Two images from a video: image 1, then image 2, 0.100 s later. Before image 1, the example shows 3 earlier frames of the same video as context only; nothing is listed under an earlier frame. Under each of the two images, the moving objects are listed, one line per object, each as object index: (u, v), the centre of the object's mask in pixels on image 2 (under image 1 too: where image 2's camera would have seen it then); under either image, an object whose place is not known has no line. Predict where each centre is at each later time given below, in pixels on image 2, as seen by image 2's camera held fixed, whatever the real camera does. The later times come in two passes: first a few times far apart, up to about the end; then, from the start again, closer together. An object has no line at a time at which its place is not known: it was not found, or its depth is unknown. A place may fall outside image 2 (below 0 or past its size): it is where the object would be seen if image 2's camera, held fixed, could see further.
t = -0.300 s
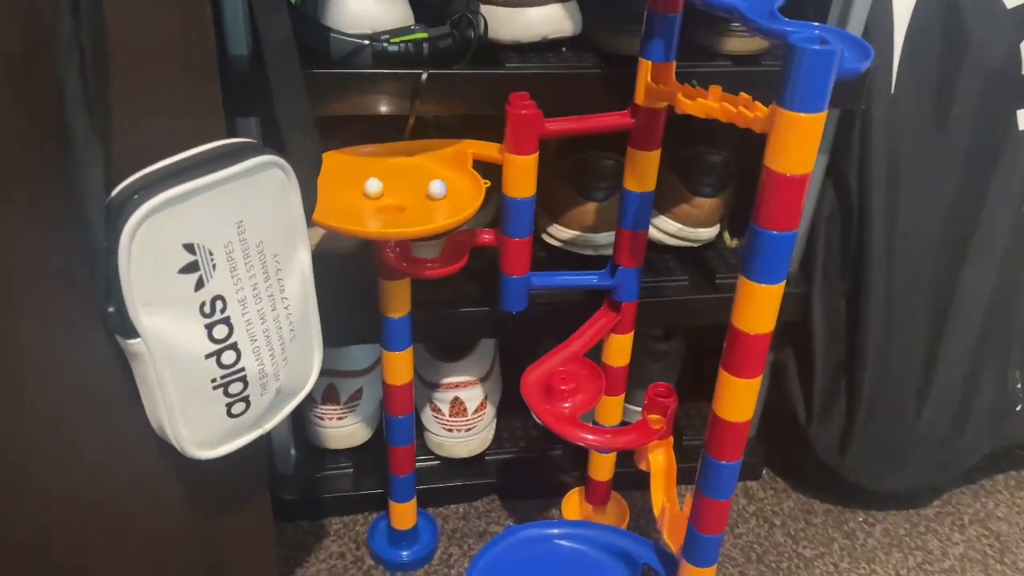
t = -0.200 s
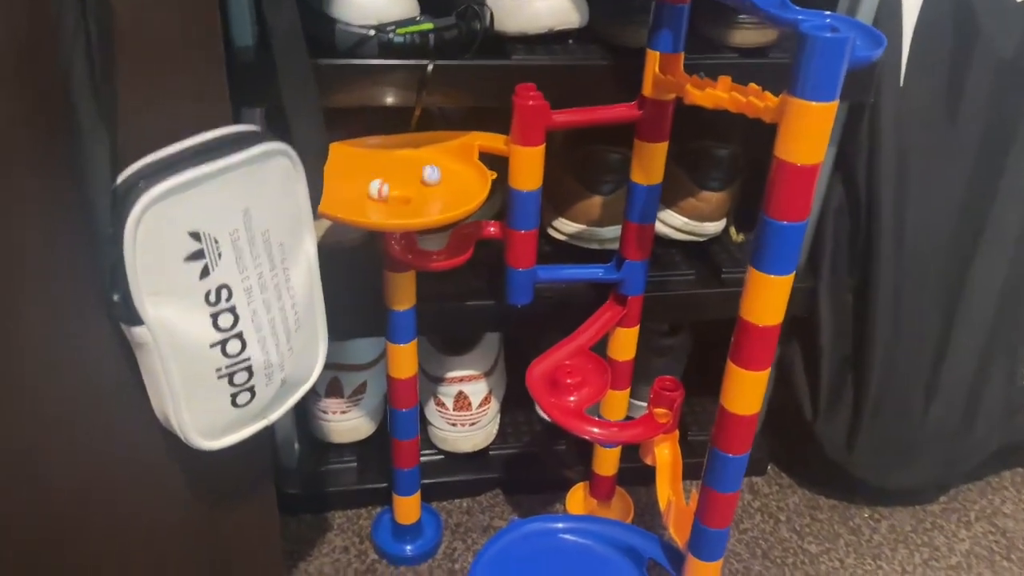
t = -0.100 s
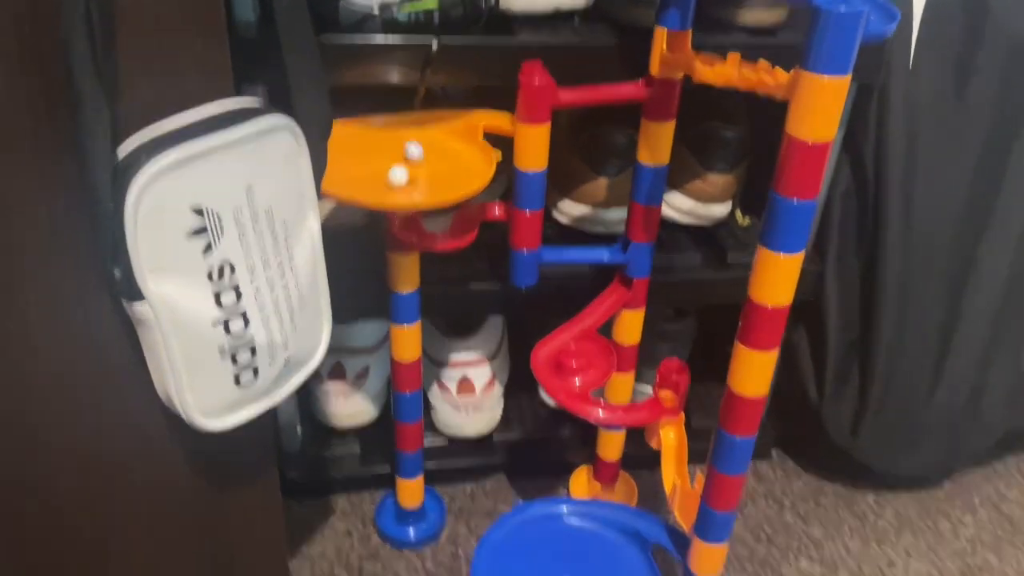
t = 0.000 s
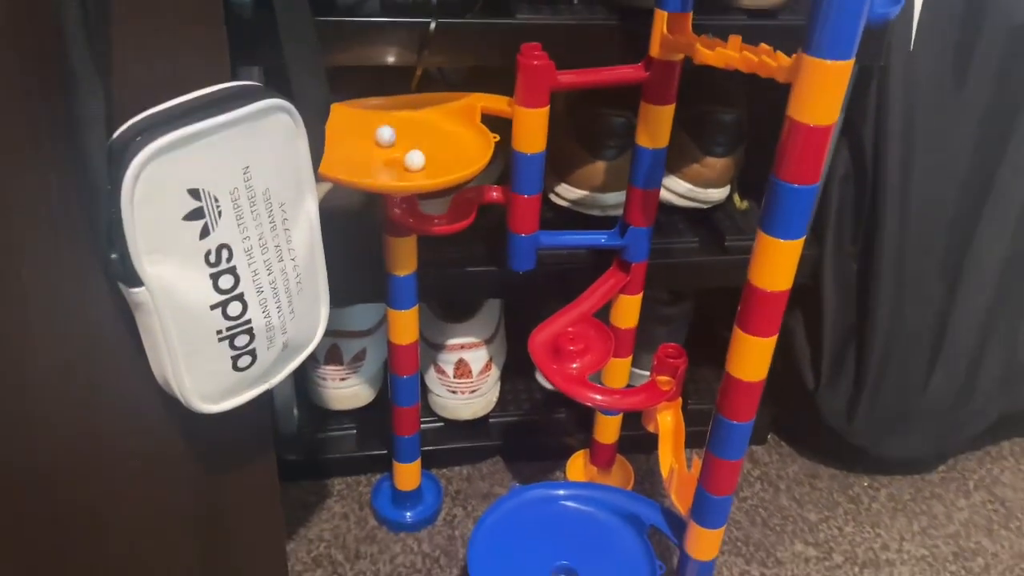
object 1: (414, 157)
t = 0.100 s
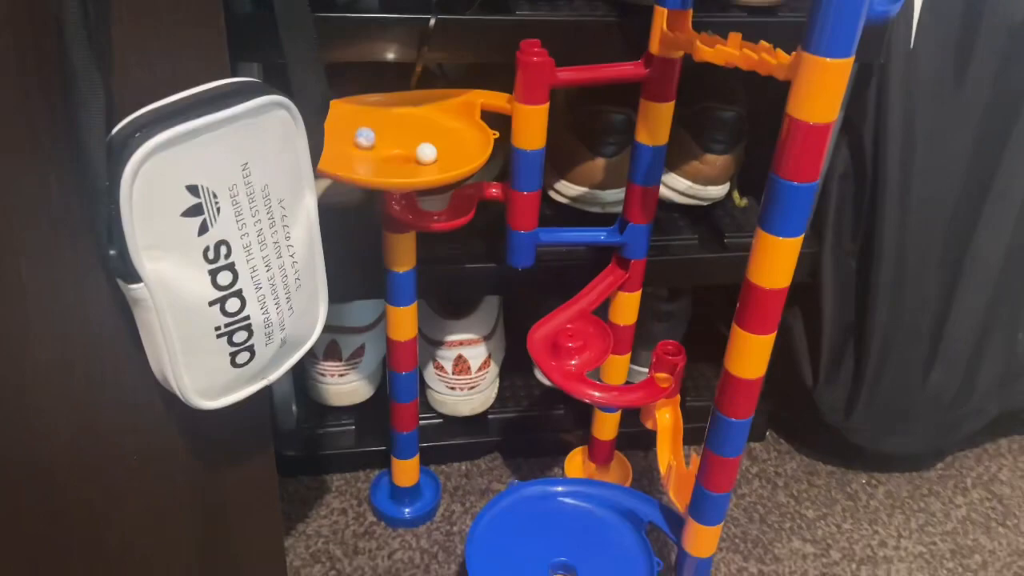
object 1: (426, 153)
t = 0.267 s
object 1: (417, 144)
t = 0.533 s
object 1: (369, 145)
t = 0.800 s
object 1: (413, 150)
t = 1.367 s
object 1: (402, 158)
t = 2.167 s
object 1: (562, 232)
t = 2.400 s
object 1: (621, 232)
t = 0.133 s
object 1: (428, 151)
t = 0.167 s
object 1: (427, 149)
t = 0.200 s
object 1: (426, 147)
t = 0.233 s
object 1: (422, 145)
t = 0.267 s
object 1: (417, 144)
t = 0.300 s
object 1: (410, 143)
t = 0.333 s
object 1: (403, 141)
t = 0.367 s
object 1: (395, 140)
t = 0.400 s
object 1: (387, 140)
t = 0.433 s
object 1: (380, 141)
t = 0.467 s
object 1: (374, 142)
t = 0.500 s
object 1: (371, 143)
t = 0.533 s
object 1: (369, 145)
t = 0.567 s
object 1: (370, 147)
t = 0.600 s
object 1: (372, 149)
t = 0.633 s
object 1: (377, 151)
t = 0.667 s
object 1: (383, 153)
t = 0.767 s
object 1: (406, 153)
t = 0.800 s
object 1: (413, 150)
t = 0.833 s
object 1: (419, 148)
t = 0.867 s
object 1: (424, 146)
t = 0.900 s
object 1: (425, 144)
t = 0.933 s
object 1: (425, 141)
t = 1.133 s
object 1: (400, 137)
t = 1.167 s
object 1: (394, 138)
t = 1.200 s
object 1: (389, 141)
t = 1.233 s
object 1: (386, 143)
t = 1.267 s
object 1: (387, 149)
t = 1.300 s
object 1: (394, 153)
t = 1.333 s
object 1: (402, 155)
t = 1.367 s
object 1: (402, 158)
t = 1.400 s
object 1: (391, 161)
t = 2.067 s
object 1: (543, 232)
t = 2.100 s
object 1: (548, 232)
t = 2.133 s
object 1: (554, 232)
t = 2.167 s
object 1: (562, 232)
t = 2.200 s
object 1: (570, 232)
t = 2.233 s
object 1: (578, 232)
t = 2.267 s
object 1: (588, 232)
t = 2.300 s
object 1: (597, 232)
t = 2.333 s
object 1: (607, 232)
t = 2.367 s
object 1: (616, 232)
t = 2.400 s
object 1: (621, 232)
